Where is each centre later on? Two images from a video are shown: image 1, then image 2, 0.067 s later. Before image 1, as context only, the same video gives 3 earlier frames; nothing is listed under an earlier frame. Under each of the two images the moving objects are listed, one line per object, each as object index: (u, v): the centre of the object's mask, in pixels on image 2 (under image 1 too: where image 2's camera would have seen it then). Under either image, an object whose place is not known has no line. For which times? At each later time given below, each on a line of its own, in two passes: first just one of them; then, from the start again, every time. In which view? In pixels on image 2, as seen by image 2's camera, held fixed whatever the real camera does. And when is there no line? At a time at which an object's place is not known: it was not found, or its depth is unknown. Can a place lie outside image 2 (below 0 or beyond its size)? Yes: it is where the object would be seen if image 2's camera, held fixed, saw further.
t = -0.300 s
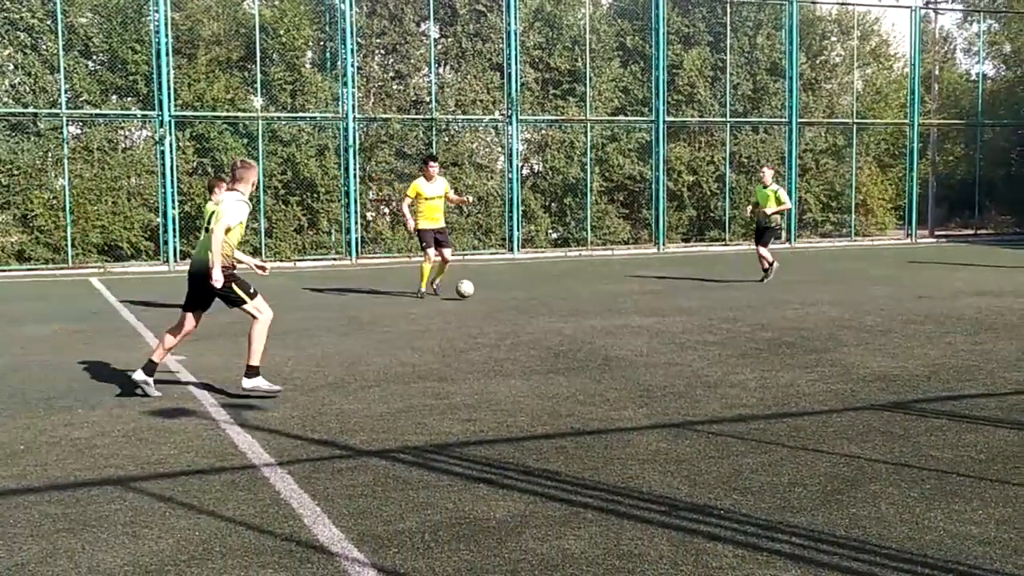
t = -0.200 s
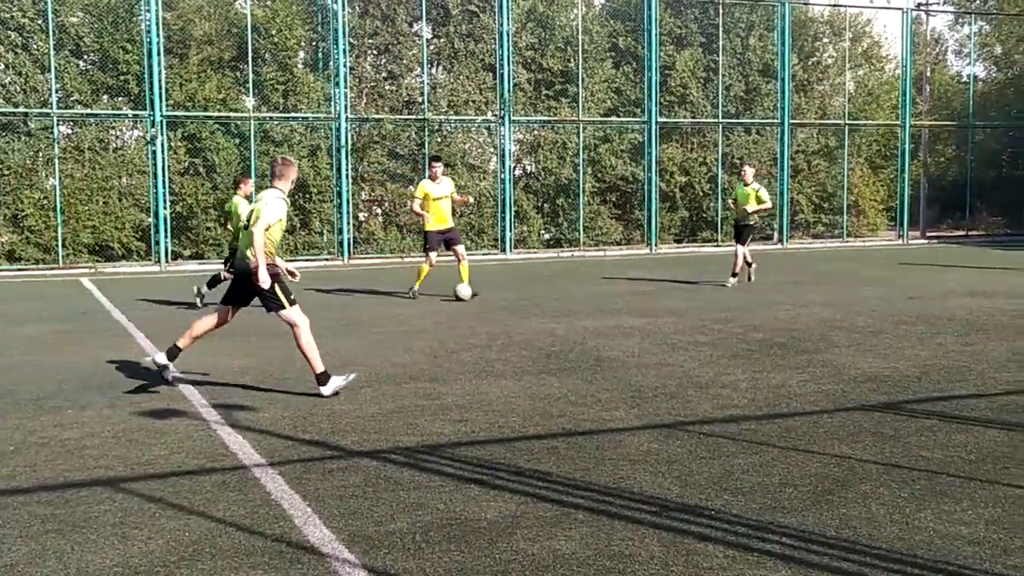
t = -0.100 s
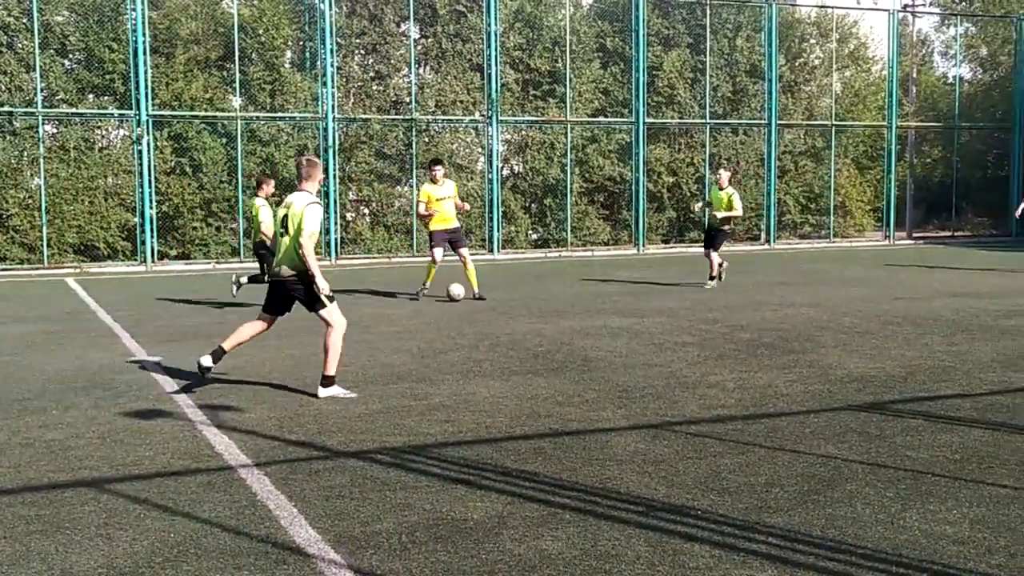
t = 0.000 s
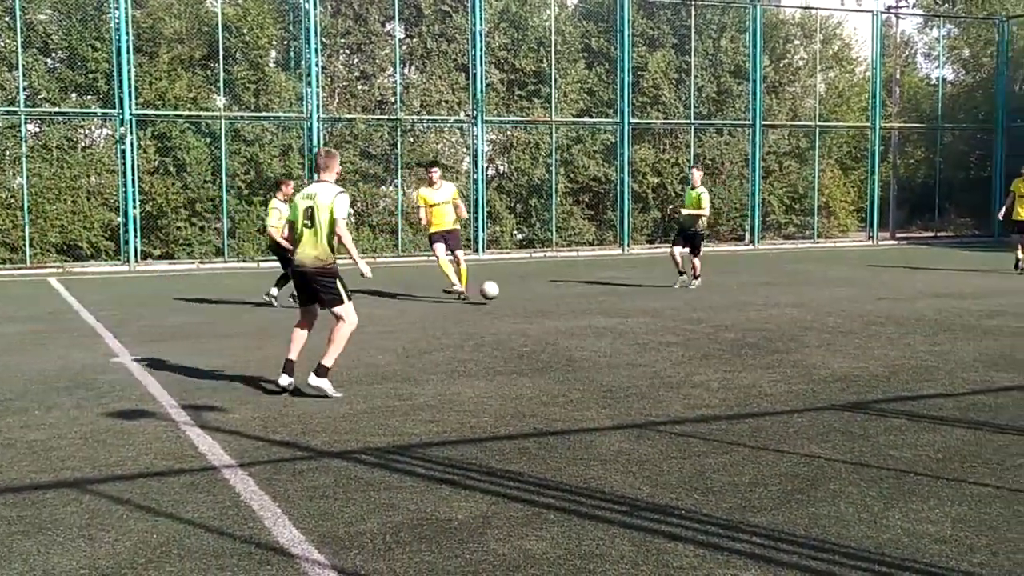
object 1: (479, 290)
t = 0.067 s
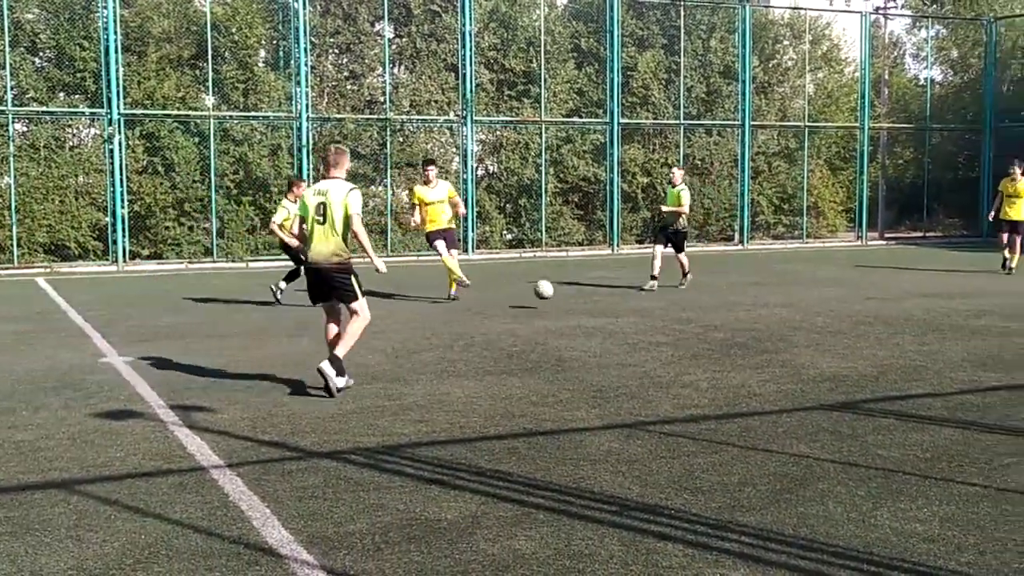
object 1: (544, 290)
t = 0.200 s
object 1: (685, 300)
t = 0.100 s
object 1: (577, 290)
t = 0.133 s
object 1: (612, 293)
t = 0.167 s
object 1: (648, 296)
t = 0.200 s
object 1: (685, 300)
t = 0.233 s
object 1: (723, 304)
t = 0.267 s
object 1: (763, 311)
